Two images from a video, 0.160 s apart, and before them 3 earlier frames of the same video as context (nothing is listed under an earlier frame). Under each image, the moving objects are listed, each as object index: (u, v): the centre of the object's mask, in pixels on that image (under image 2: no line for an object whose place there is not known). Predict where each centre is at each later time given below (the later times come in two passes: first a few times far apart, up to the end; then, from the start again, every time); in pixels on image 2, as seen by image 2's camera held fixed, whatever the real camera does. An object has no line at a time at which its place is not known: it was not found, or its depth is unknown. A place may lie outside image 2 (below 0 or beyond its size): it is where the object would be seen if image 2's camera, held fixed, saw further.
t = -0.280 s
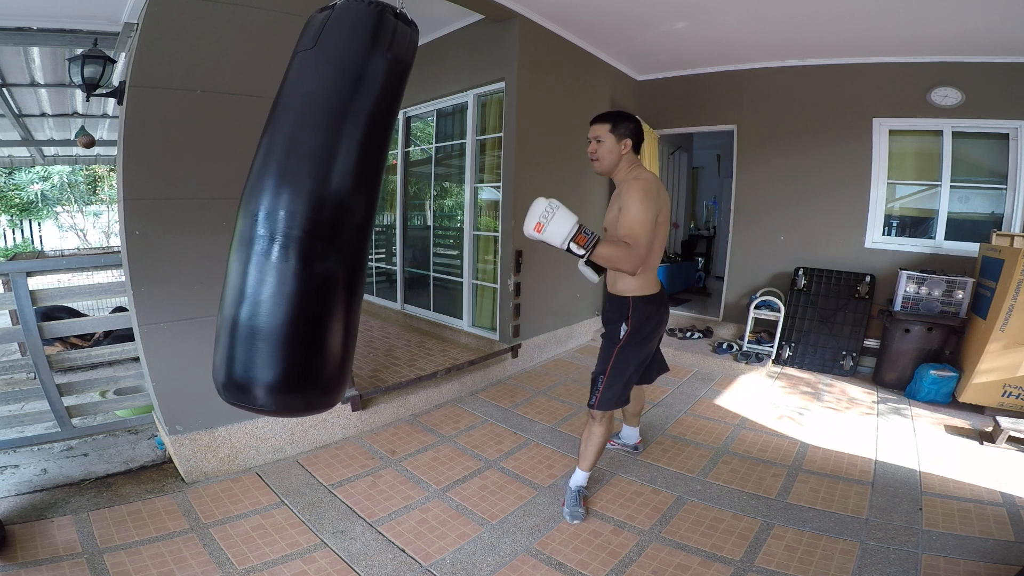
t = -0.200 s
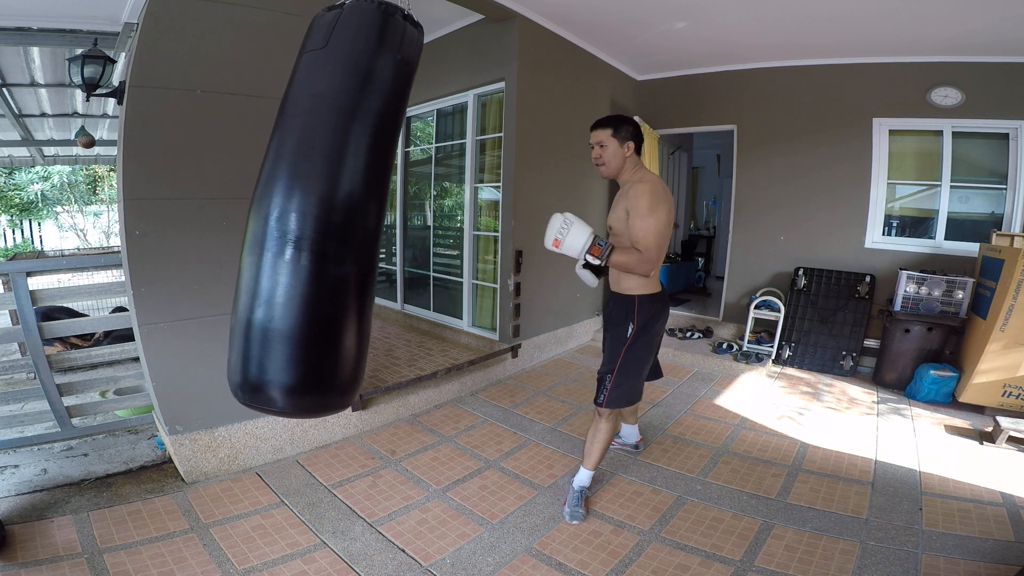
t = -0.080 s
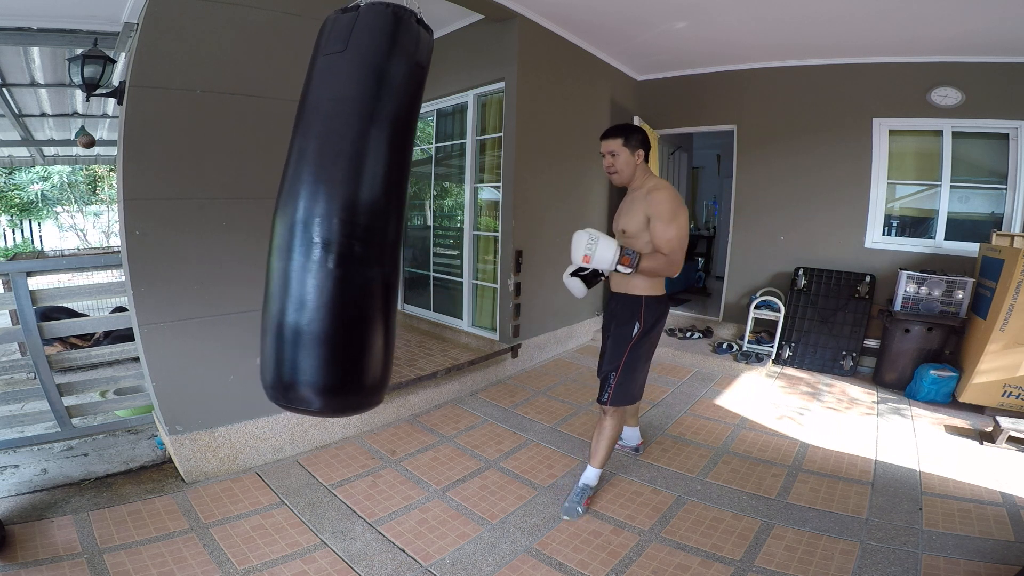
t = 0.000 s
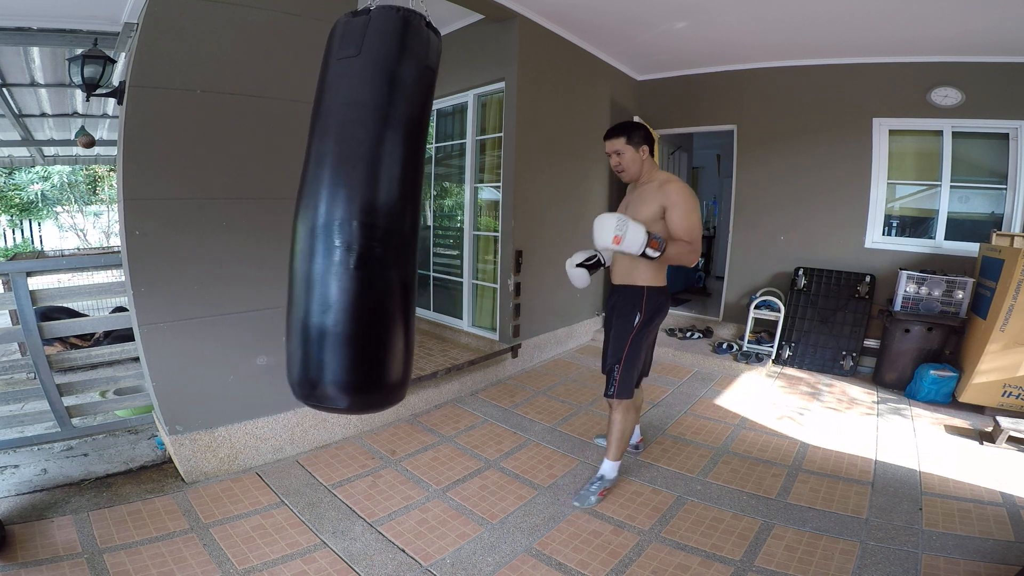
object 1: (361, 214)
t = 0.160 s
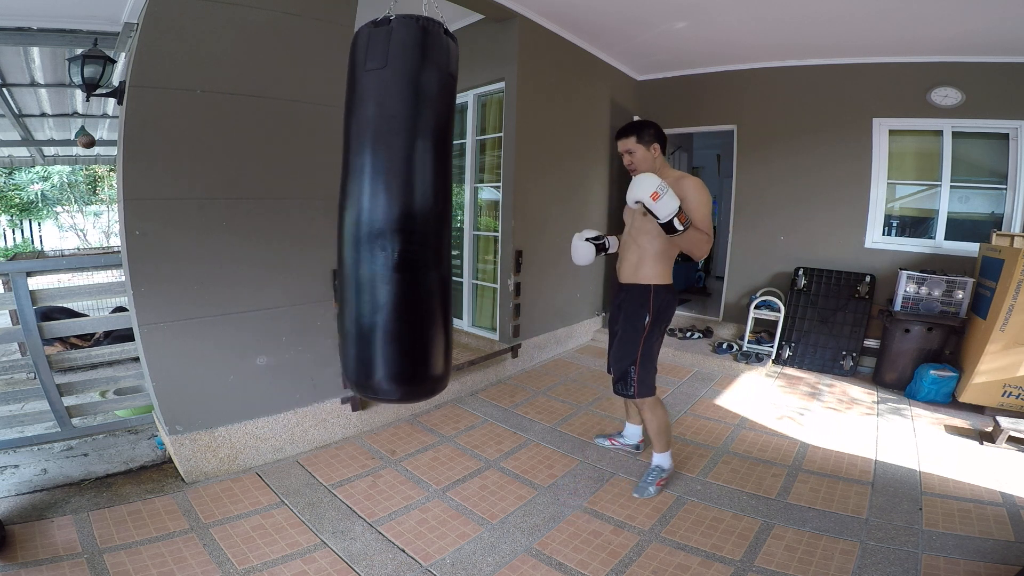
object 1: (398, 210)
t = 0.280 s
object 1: (422, 206)
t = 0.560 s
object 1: (458, 196)
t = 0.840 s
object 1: (468, 189)
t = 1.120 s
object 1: (455, 190)
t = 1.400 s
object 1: (424, 196)
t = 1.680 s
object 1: (377, 205)
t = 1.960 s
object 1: (329, 211)
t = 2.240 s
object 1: (310, 213)
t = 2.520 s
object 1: (339, 216)
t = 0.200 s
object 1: (406, 209)
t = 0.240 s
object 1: (414, 207)
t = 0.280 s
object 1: (422, 206)
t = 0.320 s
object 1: (429, 205)
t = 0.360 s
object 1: (435, 203)
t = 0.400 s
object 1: (441, 202)
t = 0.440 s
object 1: (446, 201)
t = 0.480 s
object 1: (451, 199)
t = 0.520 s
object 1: (455, 198)
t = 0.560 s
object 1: (458, 196)
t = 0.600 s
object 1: (461, 195)
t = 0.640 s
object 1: (464, 194)
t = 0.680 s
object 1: (466, 193)
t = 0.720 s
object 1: (467, 192)
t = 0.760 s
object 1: (468, 191)
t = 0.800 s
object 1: (468, 190)
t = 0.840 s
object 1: (468, 189)
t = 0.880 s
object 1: (468, 189)
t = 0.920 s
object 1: (467, 188)
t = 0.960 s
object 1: (465, 188)
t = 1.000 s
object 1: (463, 189)
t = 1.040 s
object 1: (461, 189)
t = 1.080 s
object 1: (458, 190)
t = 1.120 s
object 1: (455, 190)
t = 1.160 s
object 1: (451, 190)
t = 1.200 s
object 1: (448, 191)
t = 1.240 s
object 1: (443, 192)
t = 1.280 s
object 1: (439, 192)
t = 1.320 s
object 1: (434, 193)
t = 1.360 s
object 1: (429, 195)
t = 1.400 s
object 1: (424, 196)
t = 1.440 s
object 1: (417, 197)
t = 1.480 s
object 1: (411, 198)
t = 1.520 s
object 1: (405, 200)
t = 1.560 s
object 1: (399, 201)
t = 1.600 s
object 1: (392, 202)
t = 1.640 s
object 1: (385, 203)
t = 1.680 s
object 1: (377, 205)
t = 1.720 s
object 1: (370, 206)
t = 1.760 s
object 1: (363, 207)
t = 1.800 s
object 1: (356, 208)
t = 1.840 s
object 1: (349, 208)
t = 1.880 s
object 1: (342, 209)
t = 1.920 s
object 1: (335, 210)
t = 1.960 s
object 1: (329, 211)
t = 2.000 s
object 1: (324, 211)
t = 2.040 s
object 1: (320, 212)
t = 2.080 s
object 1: (315, 212)
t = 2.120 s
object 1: (313, 212)
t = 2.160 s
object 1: (311, 212)
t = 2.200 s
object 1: (310, 212)
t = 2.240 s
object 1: (310, 213)
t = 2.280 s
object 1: (311, 213)
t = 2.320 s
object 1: (313, 214)
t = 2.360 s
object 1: (317, 214)
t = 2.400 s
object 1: (321, 215)
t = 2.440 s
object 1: (326, 215)
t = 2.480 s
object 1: (332, 216)
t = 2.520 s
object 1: (339, 216)
